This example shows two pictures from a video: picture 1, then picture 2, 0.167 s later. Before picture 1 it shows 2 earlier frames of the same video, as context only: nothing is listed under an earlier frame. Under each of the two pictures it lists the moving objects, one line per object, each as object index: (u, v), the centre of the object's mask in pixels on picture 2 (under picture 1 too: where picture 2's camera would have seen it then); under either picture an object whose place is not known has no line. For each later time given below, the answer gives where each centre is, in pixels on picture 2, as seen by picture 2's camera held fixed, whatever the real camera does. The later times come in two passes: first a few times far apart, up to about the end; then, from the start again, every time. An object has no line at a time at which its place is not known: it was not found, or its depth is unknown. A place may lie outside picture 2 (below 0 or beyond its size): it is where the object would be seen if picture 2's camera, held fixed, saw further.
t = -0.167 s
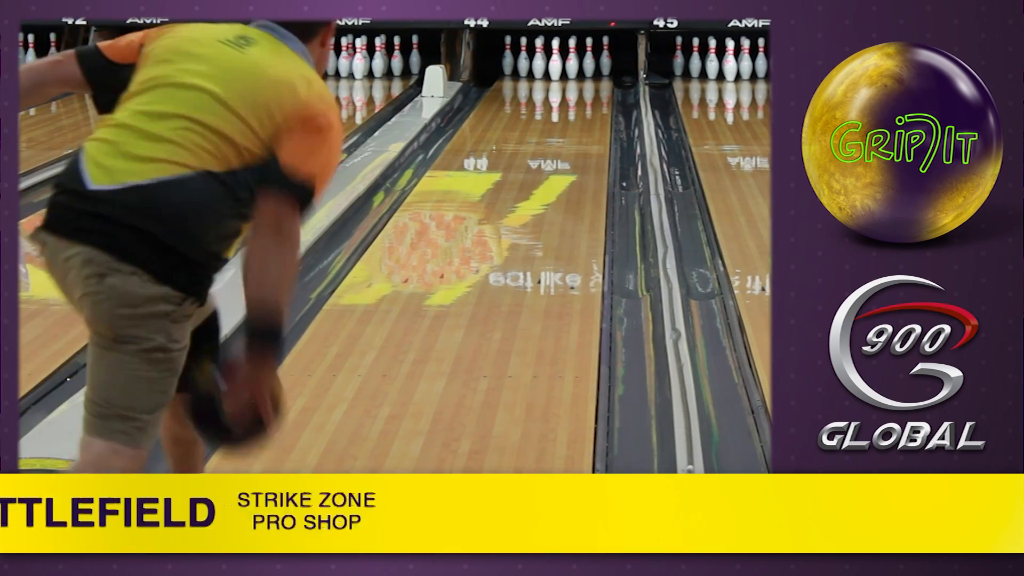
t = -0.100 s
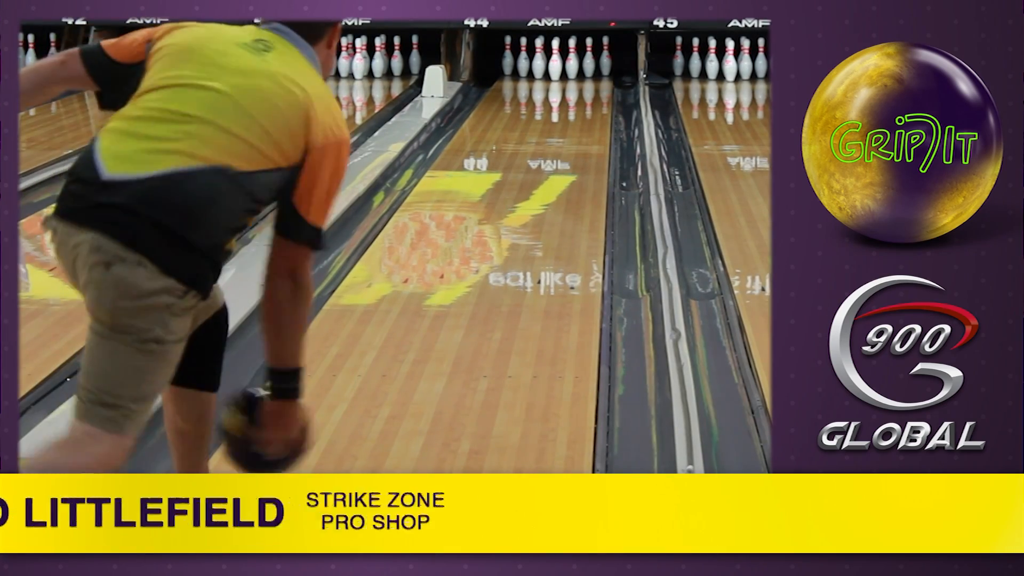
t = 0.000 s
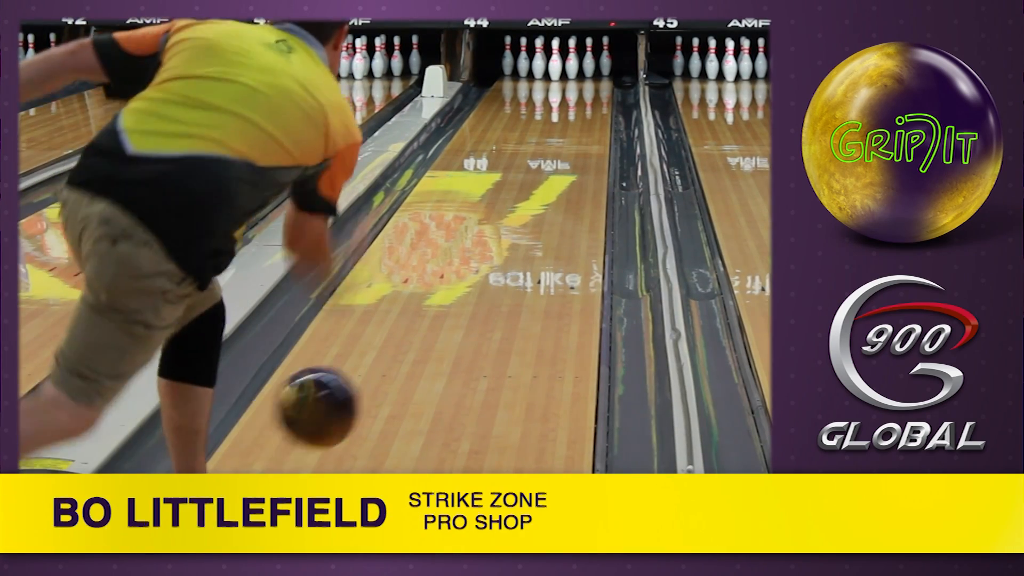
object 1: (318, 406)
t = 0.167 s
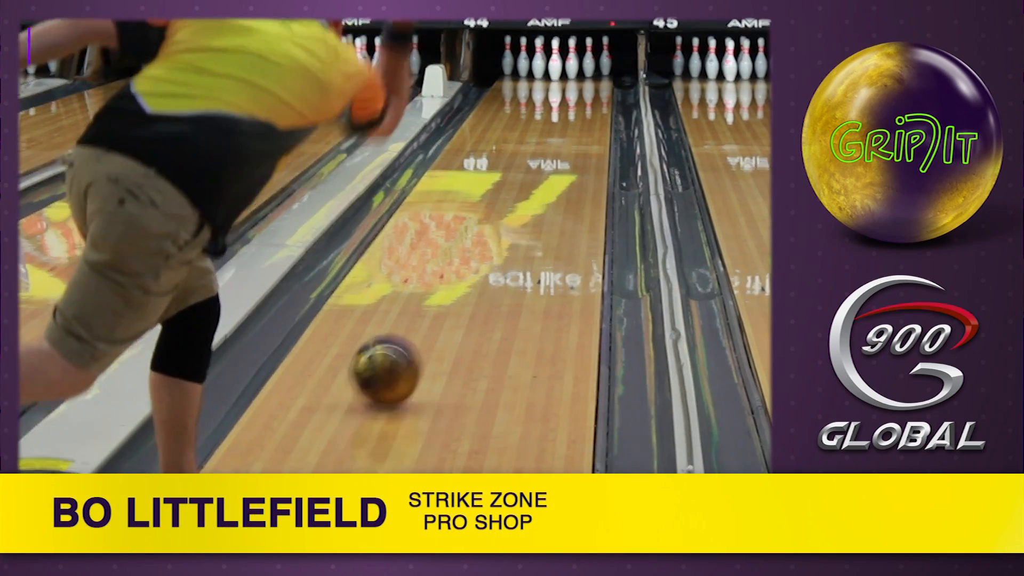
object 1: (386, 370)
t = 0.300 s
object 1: (427, 326)
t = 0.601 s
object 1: (493, 247)
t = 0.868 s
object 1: (531, 201)
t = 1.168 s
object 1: (561, 161)
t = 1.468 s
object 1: (582, 132)
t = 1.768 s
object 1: (592, 109)
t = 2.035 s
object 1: (591, 93)
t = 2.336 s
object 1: (576, 80)
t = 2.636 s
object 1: (564, 69)
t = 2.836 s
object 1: (569, 64)
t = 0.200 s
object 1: (396, 361)
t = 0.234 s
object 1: (408, 348)
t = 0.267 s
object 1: (417, 337)
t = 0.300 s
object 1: (427, 326)
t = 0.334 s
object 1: (435, 315)
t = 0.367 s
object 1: (444, 305)
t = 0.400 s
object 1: (452, 295)
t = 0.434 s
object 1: (460, 286)
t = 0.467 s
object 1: (467, 277)
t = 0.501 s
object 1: (474, 269)
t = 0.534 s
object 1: (481, 259)
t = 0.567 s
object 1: (487, 254)
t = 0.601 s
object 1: (493, 247)
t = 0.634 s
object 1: (498, 240)
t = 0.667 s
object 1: (504, 235)
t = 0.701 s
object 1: (509, 229)
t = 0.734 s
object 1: (514, 223)
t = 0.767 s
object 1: (518, 217)
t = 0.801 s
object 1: (523, 212)
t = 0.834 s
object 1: (527, 206)
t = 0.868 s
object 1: (531, 201)
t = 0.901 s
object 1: (535, 196)
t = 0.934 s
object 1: (539, 190)
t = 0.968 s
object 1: (543, 187)
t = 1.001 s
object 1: (546, 181)
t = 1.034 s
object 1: (549, 177)
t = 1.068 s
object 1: (553, 172)
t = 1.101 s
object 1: (556, 169)
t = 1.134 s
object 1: (559, 166)
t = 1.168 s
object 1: (561, 161)
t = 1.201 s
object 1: (564, 158)
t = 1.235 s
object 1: (567, 154)
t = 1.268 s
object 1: (569, 151)
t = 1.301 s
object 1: (571, 147)
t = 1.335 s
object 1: (574, 144)
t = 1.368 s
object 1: (576, 141)
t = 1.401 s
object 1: (578, 138)
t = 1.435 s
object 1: (580, 136)
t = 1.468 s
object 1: (582, 132)
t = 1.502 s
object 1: (583, 130)
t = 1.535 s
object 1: (585, 126)
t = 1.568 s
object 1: (585, 124)
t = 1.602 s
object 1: (587, 121)
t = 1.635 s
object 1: (588, 119)
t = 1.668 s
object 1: (590, 116)
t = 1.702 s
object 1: (591, 114)
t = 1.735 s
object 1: (592, 111)
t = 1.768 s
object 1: (592, 109)
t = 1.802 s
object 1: (593, 107)
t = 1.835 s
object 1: (593, 105)
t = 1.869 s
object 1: (593, 103)
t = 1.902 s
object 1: (593, 101)
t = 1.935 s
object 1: (592, 99)
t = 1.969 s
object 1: (592, 97)
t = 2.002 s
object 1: (591, 96)
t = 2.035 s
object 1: (591, 93)
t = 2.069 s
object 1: (590, 92)
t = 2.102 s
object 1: (589, 90)
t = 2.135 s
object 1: (587, 89)
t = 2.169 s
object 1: (586, 87)
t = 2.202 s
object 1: (584, 85)
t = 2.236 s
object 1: (582, 84)
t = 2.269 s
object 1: (580, 82)
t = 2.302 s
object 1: (578, 81)
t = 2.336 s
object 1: (576, 80)
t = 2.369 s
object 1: (574, 79)
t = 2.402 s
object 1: (572, 77)
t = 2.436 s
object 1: (571, 75)
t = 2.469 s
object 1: (568, 75)
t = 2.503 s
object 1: (567, 73)
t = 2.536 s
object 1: (565, 71)
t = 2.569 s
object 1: (563, 70)
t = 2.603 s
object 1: (563, 69)
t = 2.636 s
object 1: (564, 69)
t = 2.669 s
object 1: (563, 68)
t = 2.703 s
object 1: (564, 68)
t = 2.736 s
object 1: (565, 68)
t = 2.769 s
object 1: (567, 66)
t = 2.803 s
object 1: (568, 65)
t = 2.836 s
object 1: (569, 64)
